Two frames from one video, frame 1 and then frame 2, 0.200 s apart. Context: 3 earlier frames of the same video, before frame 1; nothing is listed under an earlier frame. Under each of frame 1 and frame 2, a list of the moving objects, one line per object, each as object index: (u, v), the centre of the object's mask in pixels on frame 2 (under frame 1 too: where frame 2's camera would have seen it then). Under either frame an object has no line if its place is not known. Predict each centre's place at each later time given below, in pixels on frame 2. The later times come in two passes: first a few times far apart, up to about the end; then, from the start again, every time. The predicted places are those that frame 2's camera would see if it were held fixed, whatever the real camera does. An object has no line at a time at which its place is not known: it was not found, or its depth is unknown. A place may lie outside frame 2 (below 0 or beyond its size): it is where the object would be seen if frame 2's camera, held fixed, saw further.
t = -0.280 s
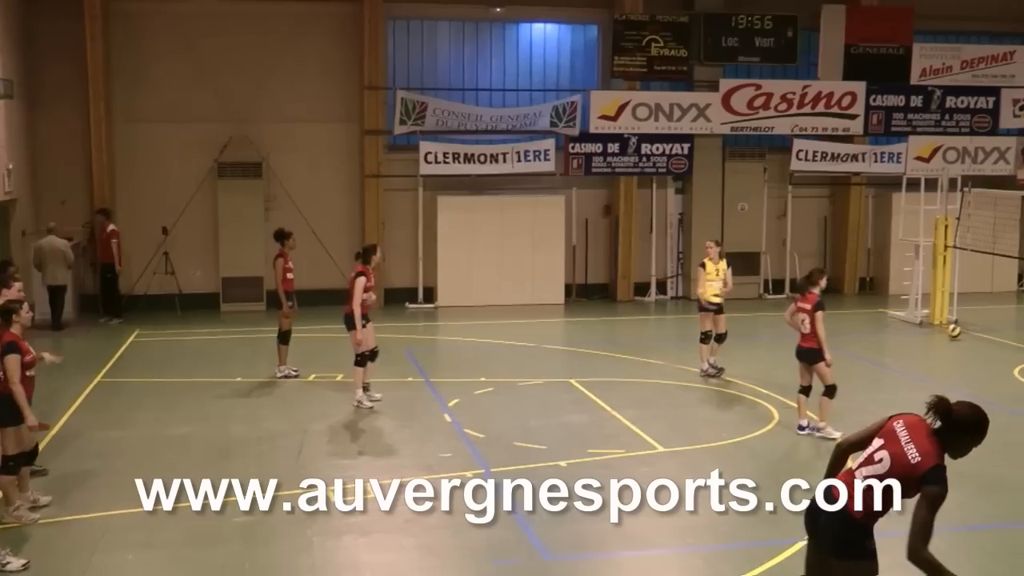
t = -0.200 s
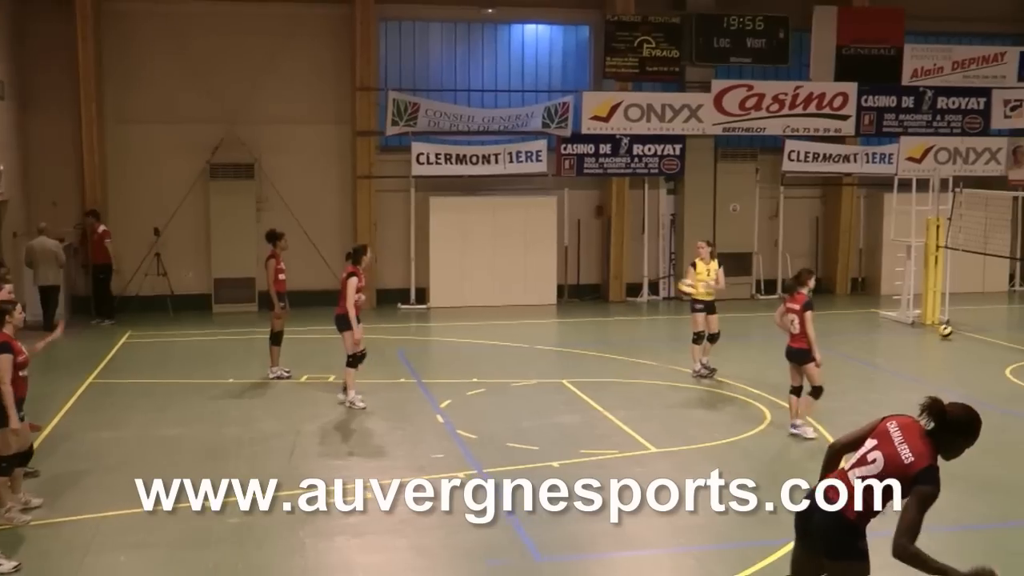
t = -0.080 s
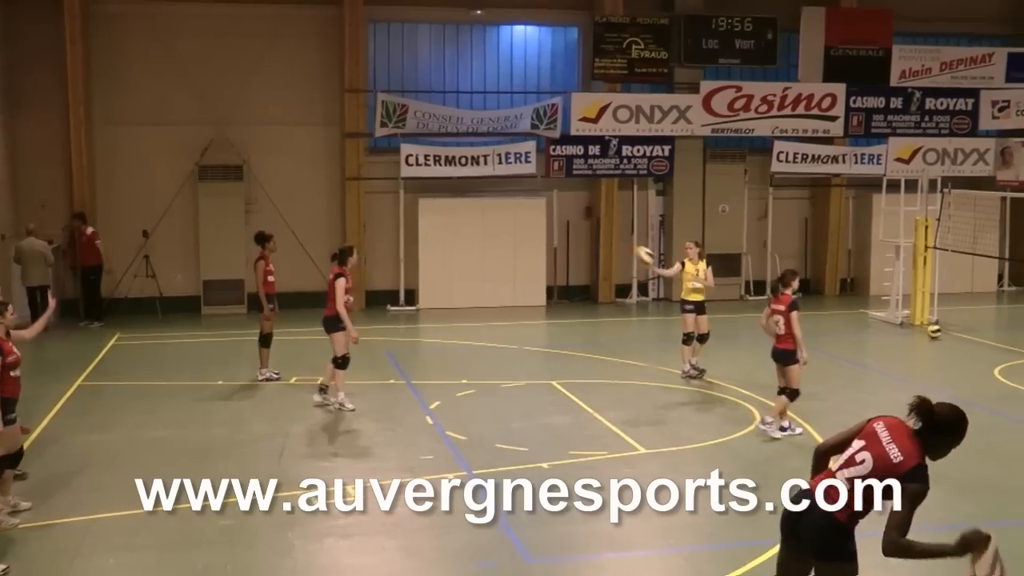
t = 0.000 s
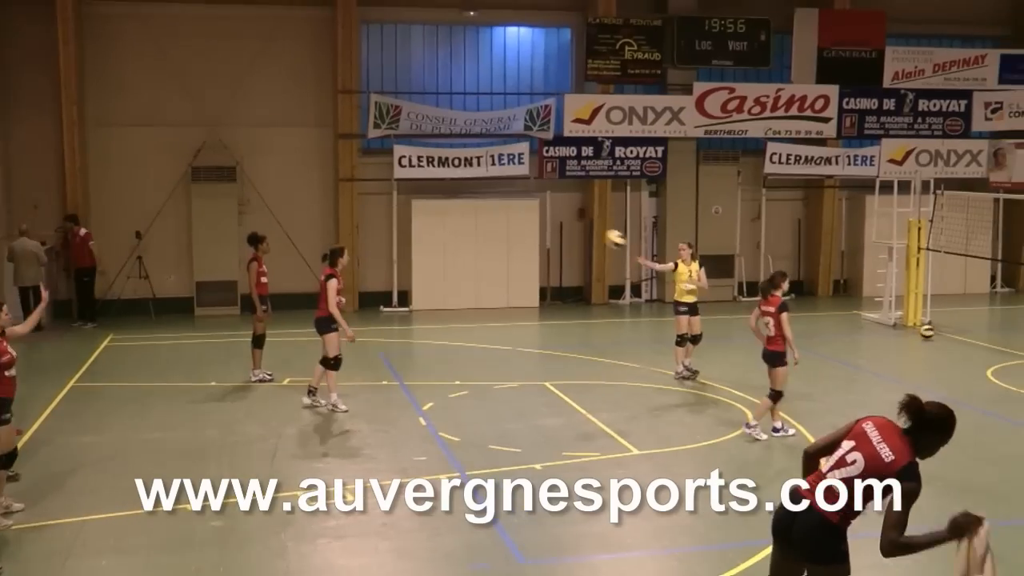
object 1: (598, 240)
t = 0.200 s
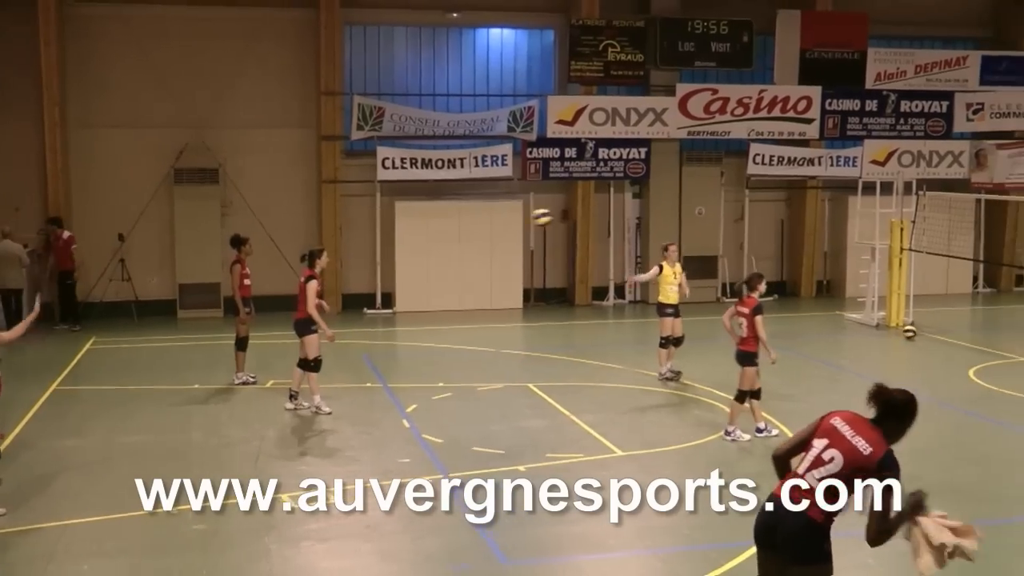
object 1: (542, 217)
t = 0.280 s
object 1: (518, 217)
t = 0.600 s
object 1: (426, 272)
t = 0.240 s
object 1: (530, 216)
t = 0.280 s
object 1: (518, 217)
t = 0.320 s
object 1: (506, 219)
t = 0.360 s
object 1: (495, 223)
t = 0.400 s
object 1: (482, 229)
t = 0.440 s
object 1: (471, 234)
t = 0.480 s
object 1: (459, 242)
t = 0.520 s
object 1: (447, 251)
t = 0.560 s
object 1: (437, 260)
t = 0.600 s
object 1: (426, 272)
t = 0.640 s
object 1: (414, 287)
